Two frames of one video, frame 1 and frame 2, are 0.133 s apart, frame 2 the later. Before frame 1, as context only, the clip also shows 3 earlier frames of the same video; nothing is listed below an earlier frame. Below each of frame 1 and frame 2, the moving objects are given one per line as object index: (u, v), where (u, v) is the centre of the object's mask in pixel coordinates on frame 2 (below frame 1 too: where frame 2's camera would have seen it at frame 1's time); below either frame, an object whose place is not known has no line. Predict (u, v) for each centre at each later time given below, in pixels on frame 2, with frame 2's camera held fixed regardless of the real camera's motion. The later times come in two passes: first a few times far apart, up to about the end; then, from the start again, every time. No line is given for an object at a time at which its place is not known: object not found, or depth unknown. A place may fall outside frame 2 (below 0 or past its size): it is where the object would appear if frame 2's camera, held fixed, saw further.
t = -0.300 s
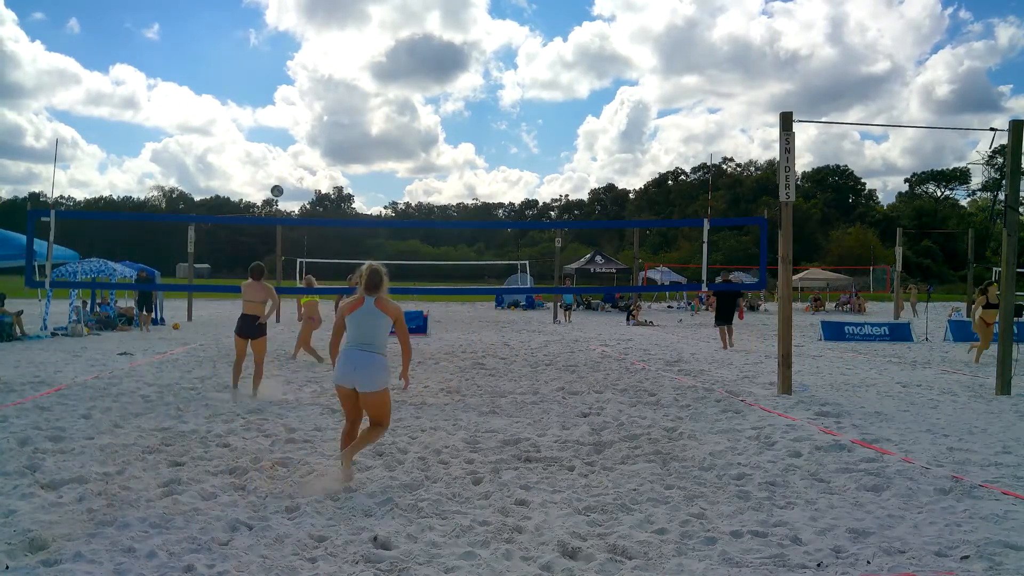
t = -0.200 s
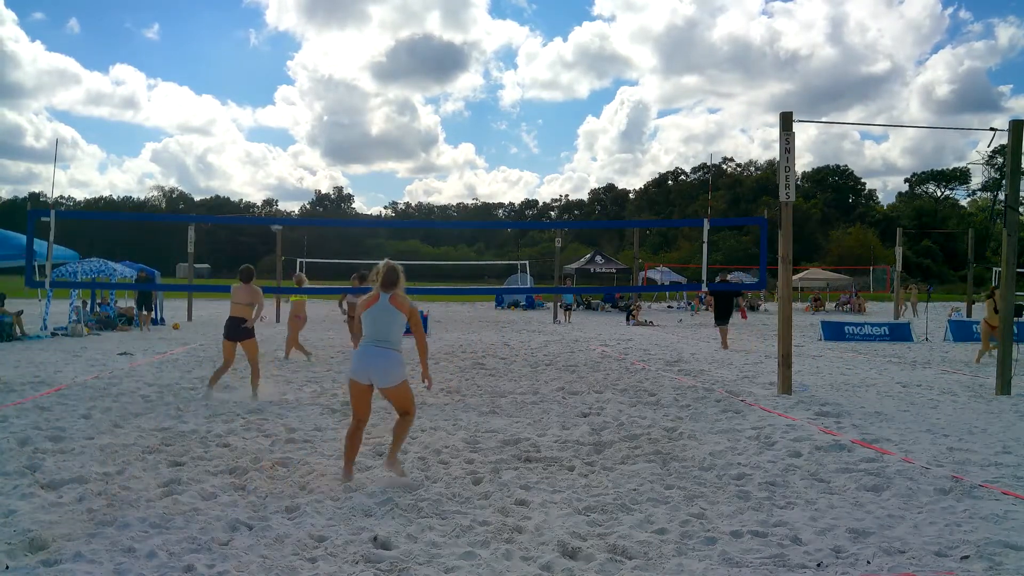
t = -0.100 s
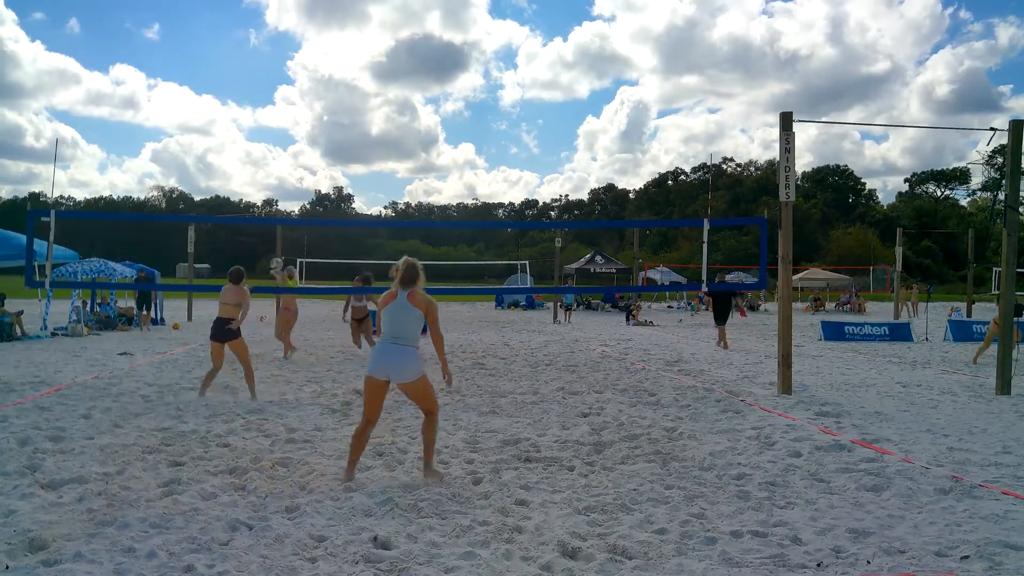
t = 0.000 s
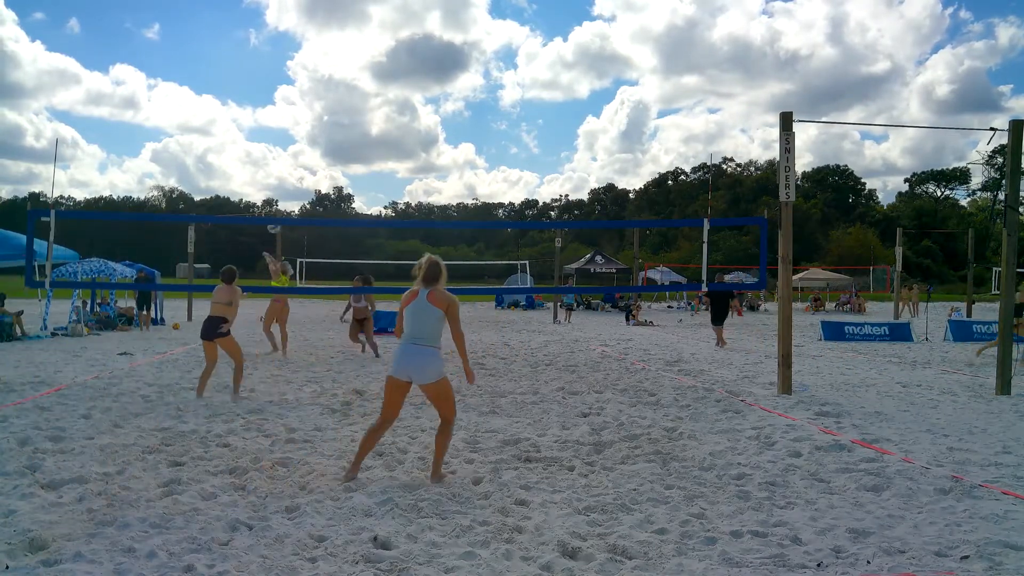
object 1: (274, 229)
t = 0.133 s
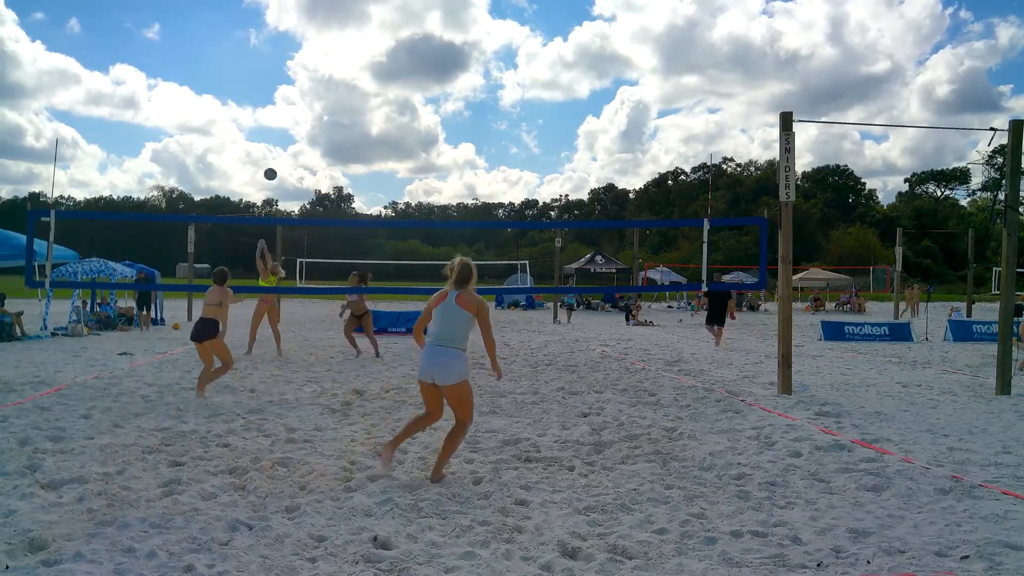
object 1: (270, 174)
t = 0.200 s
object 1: (269, 151)
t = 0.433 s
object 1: (264, 89)
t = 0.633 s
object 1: (262, 61)
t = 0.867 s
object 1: (261, 59)
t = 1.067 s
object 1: (262, 86)
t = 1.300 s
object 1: (264, 153)
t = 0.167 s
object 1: (269, 162)
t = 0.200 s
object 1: (269, 151)
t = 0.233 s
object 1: (268, 140)
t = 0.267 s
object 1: (267, 130)
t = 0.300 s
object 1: (267, 121)
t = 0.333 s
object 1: (266, 112)
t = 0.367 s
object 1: (265, 104)
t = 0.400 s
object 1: (265, 96)
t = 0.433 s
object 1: (264, 89)
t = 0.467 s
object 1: (264, 83)
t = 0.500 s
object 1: (263, 77)
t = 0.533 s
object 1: (263, 72)
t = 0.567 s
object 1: (262, 68)
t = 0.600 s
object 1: (262, 64)
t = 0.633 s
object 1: (262, 61)
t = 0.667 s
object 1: (261, 58)
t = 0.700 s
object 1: (261, 57)
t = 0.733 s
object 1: (261, 56)
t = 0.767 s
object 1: (261, 56)
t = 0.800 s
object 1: (261, 56)
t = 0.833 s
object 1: (261, 57)
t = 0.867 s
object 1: (261, 59)
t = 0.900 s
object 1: (261, 62)
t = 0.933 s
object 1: (261, 65)
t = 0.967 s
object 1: (261, 69)
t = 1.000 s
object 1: (261, 74)
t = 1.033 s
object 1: (261, 80)
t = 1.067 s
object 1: (262, 86)
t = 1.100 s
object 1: (262, 94)
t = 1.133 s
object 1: (262, 102)
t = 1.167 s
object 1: (262, 110)
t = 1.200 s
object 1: (263, 120)
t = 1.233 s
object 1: (263, 130)
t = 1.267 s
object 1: (264, 141)
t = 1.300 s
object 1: (264, 153)
